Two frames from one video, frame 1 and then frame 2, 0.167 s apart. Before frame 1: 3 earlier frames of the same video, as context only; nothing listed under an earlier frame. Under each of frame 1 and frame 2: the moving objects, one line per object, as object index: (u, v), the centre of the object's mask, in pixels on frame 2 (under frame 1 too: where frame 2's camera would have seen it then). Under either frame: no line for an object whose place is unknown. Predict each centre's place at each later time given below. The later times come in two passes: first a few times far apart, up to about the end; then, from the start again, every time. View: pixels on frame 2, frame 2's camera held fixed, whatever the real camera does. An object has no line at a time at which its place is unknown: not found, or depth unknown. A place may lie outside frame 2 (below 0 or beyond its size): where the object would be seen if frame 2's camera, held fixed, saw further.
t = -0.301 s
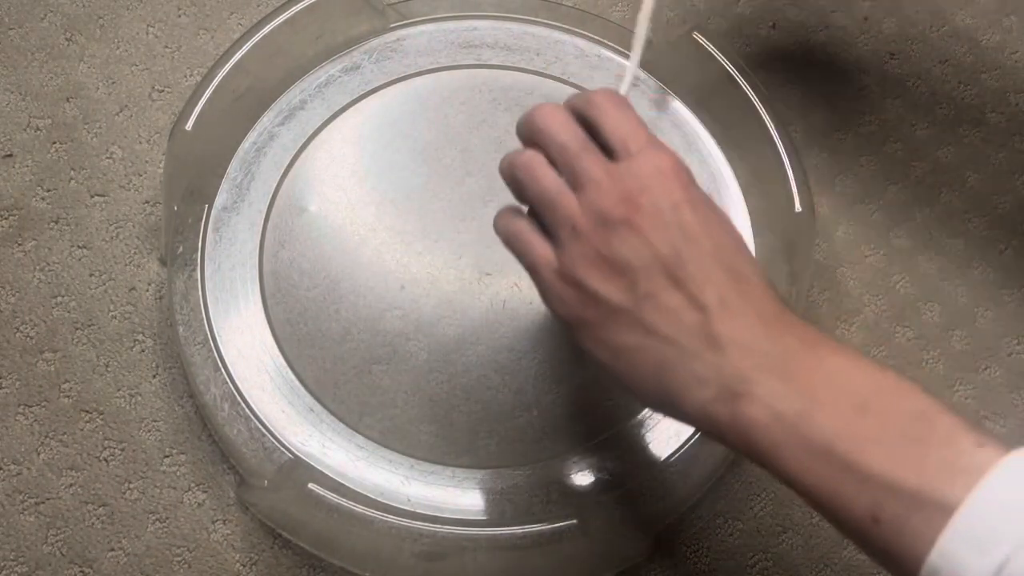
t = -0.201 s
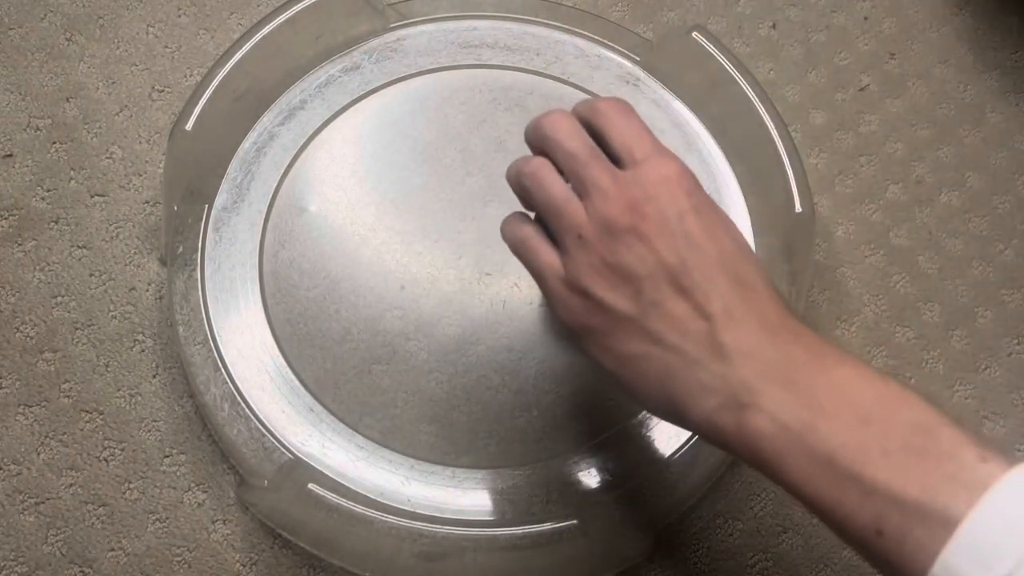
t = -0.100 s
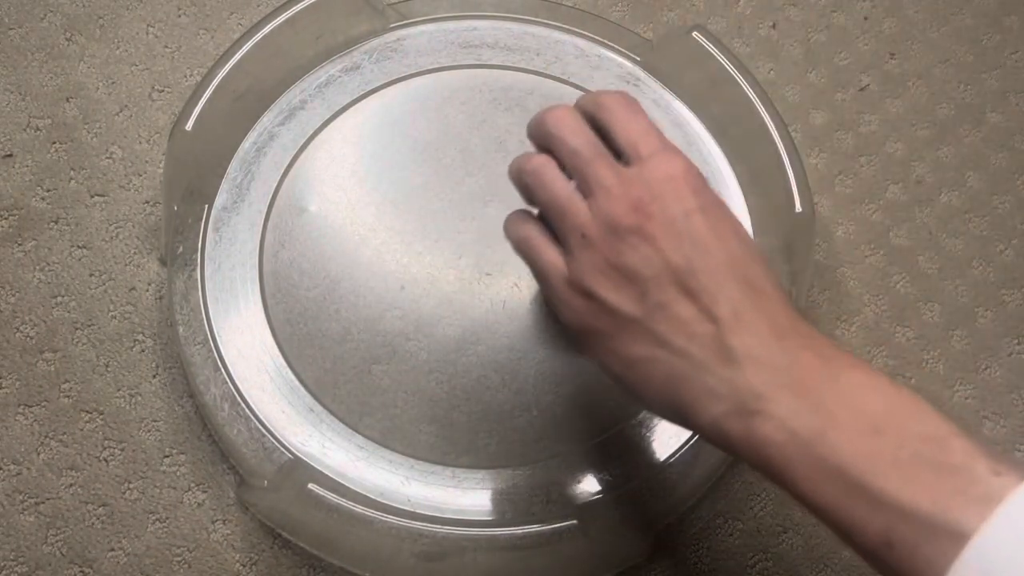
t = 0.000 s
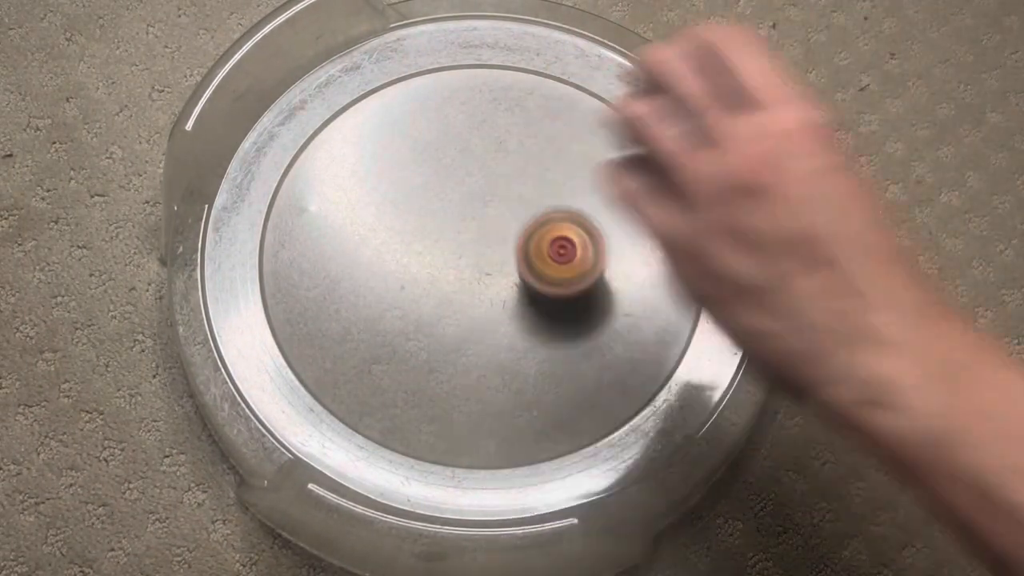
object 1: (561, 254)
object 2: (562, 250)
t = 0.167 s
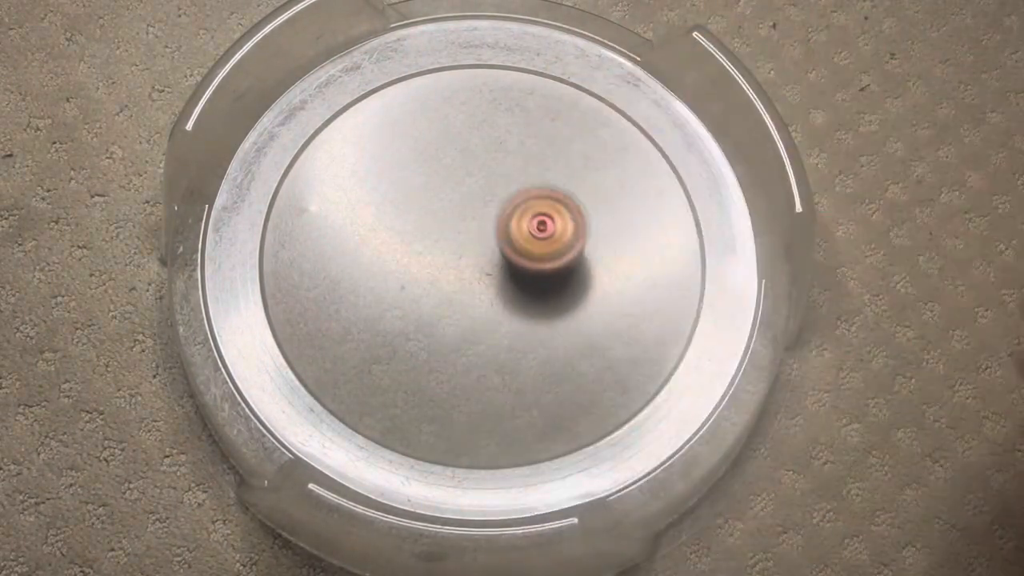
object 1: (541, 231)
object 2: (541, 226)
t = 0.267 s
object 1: (522, 216)
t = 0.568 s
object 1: (445, 264)
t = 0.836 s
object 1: (506, 298)
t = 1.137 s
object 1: (496, 211)
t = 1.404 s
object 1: (413, 243)
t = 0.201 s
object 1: (537, 225)
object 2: (537, 221)
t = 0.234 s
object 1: (530, 220)
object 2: (530, 216)
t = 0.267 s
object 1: (522, 216)
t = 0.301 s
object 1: (513, 213)
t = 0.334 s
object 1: (503, 211)
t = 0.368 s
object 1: (491, 212)
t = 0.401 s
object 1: (479, 215)
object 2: (477, 211)
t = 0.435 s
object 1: (467, 221)
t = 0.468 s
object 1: (457, 230)
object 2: (455, 225)
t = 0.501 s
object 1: (450, 241)
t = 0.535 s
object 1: (446, 253)
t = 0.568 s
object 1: (445, 264)
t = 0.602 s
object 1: (447, 275)
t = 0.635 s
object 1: (452, 285)
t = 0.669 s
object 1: (458, 293)
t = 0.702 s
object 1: (467, 299)
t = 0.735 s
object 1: (477, 301)
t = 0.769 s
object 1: (487, 303)
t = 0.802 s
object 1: (497, 301)
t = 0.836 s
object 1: (506, 298)
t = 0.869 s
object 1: (514, 292)
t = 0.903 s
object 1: (521, 284)
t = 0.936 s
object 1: (526, 275)
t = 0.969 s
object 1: (528, 264)
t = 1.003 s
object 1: (528, 252)
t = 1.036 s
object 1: (525, 240)
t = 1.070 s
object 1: (518, 228)
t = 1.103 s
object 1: (507, 218)
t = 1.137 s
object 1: (496, 211)
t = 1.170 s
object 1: (483, 206)
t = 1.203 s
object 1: (469, 204)
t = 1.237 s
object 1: (455, 205)
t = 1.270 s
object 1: (442, 208)
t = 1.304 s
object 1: (431, 215)
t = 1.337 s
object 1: (422, 223)
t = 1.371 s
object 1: (416, 232)
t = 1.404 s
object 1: (413, 243)
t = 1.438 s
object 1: (413, 253)
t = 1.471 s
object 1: (415, 263)
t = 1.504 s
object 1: (421, 272)
